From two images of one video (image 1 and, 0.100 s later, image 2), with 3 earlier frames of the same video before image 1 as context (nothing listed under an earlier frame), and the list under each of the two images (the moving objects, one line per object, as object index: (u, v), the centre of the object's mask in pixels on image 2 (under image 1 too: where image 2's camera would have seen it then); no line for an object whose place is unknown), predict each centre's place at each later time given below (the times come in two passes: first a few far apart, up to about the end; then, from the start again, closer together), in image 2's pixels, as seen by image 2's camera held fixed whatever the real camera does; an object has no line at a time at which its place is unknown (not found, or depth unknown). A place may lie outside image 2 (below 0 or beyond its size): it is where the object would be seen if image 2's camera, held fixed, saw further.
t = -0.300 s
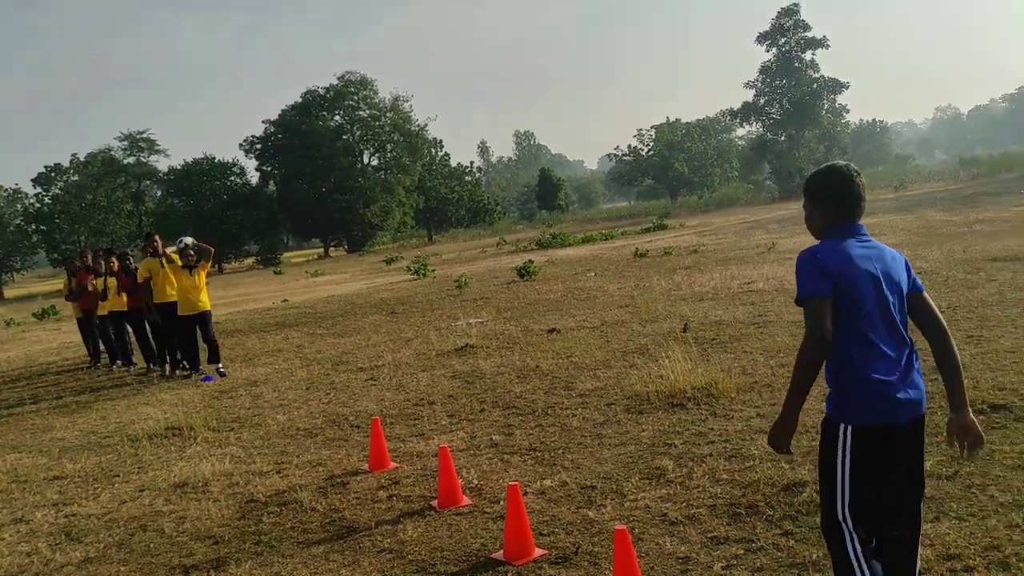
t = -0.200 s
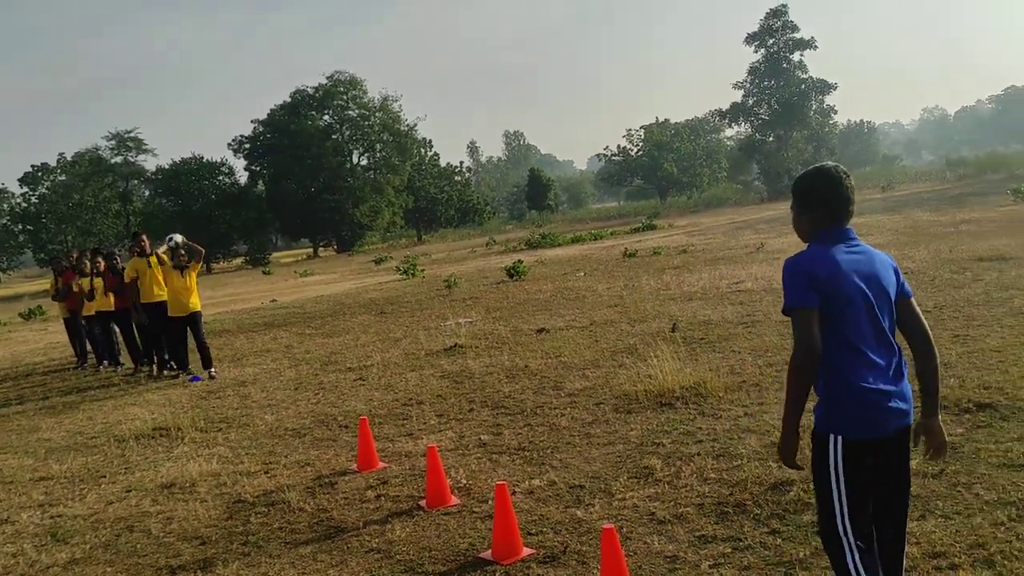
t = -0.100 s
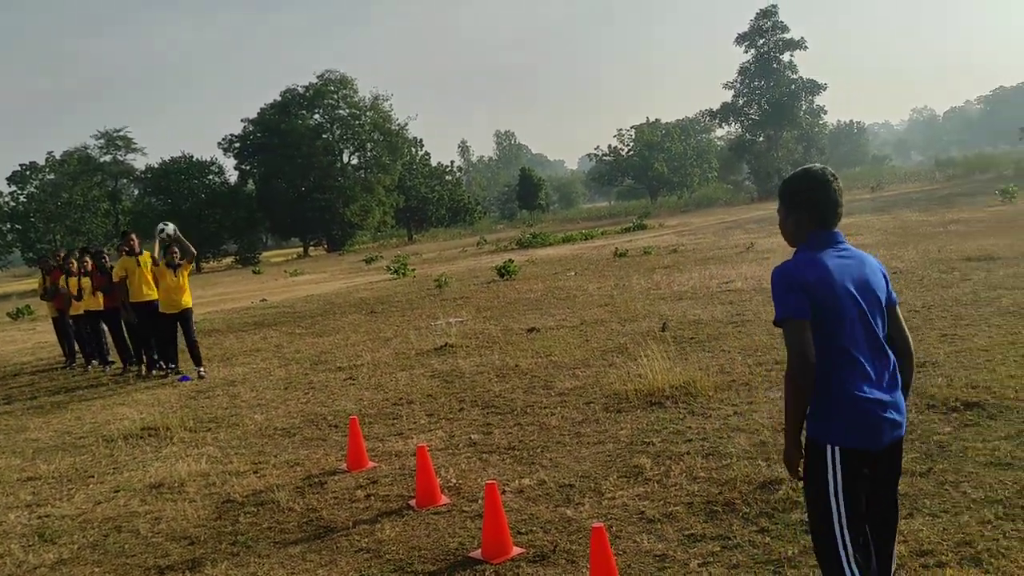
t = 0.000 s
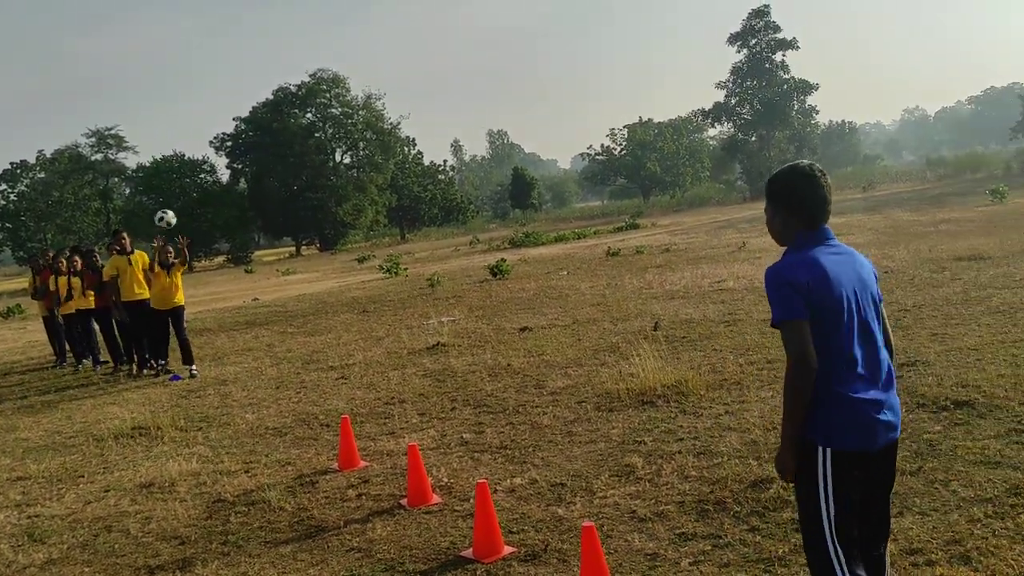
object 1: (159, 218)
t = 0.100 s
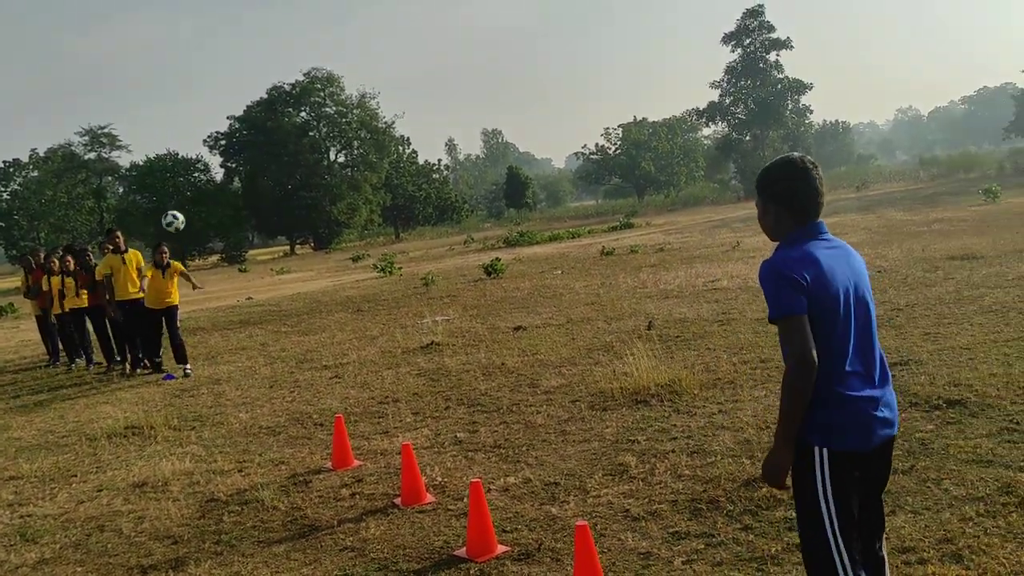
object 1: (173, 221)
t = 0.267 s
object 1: (207, 253)
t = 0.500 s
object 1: (279, 383)
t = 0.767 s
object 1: (327, 385)
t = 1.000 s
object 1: (363, 376)
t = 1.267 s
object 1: (436, 506)
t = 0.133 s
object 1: (179, 224)
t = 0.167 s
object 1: (185, 229)
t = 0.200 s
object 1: (191, 236)
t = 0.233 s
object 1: (199, 244)
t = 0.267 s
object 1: (207, 253)
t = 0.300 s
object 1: (215, 265)
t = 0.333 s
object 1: (224, 278)
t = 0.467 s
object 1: (266, 356)
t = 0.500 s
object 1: (279, 383)
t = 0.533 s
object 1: (292, 412)
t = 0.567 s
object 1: (306, 447)
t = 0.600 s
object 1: (312, 443)
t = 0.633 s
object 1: (314, 428)
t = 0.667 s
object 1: (317, 414)
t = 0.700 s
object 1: (320, 403)
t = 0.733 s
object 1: (324, 394)
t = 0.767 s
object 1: (327, 385)
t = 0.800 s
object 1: (331, 378)
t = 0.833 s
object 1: (336, 372)
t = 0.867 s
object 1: (340, 369)
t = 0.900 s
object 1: (345, 368)
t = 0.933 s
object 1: (350, 368)
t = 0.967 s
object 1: (357, 370)
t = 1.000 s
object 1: (363, 376)
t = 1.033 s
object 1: (371, 383)
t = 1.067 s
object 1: (379, 392)
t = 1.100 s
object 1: (387, 403)
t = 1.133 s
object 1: (395, 419)
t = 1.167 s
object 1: (404, 435)
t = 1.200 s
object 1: (414, 456)
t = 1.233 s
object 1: (425, 479)
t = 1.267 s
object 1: (436, 506)
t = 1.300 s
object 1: (447, 521)
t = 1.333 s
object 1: (451, 510)
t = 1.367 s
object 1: (457, 498)
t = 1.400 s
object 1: (464, 487)
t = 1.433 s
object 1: (469, 477)
